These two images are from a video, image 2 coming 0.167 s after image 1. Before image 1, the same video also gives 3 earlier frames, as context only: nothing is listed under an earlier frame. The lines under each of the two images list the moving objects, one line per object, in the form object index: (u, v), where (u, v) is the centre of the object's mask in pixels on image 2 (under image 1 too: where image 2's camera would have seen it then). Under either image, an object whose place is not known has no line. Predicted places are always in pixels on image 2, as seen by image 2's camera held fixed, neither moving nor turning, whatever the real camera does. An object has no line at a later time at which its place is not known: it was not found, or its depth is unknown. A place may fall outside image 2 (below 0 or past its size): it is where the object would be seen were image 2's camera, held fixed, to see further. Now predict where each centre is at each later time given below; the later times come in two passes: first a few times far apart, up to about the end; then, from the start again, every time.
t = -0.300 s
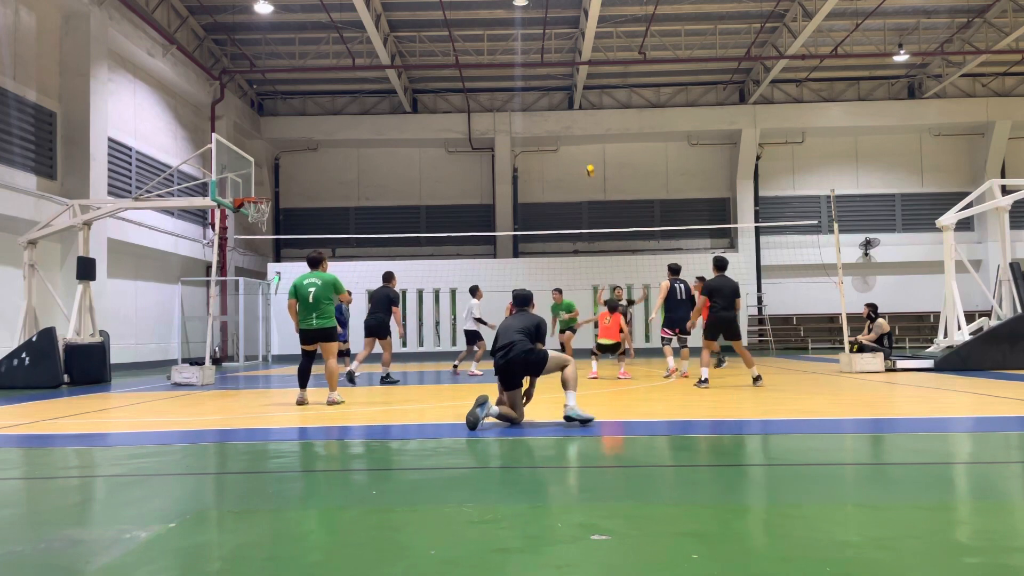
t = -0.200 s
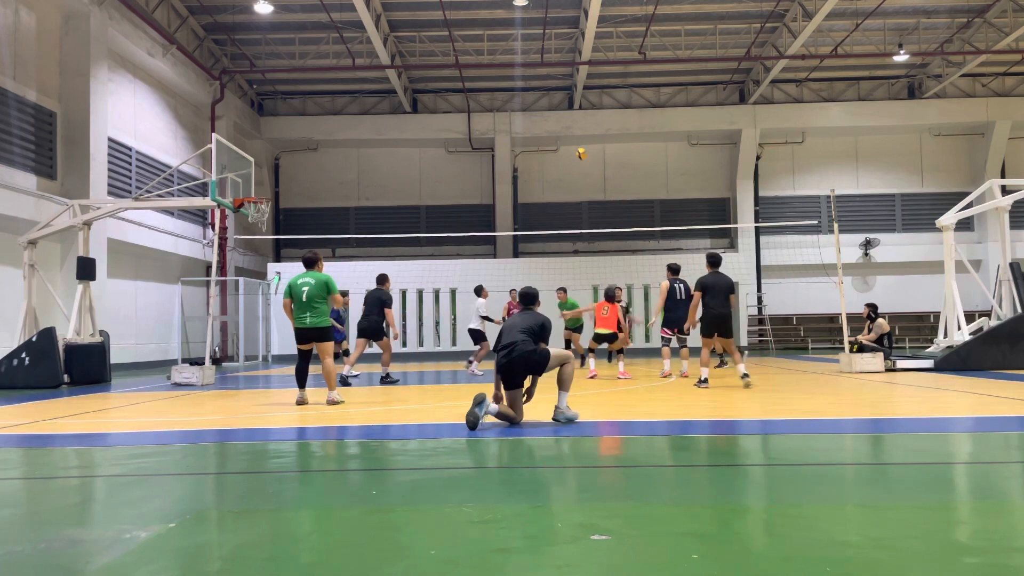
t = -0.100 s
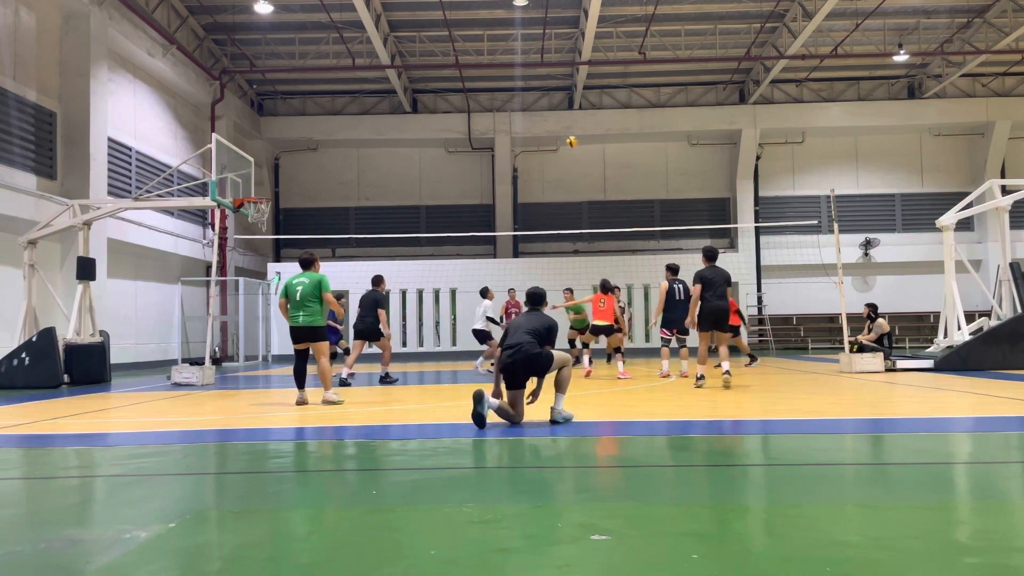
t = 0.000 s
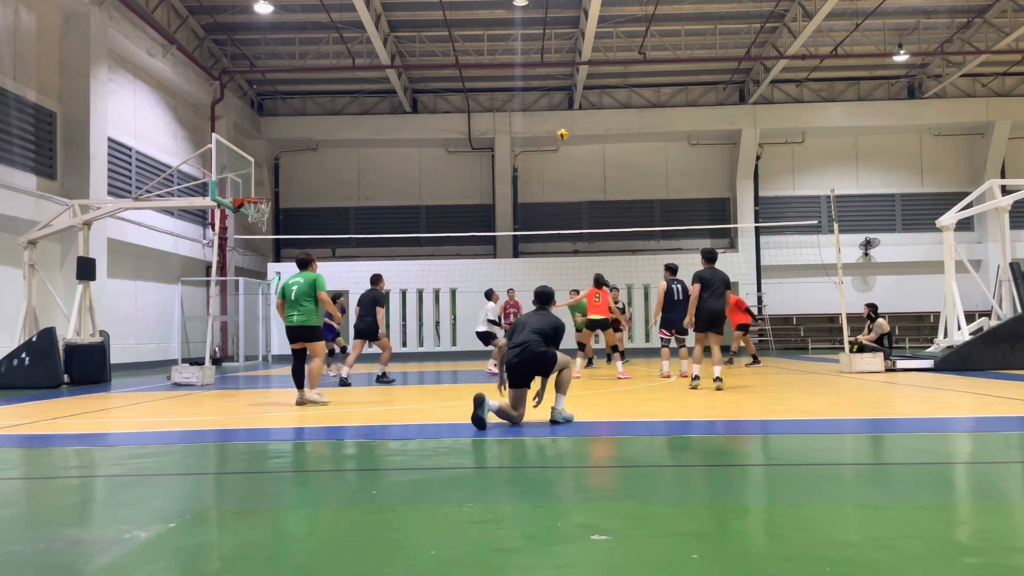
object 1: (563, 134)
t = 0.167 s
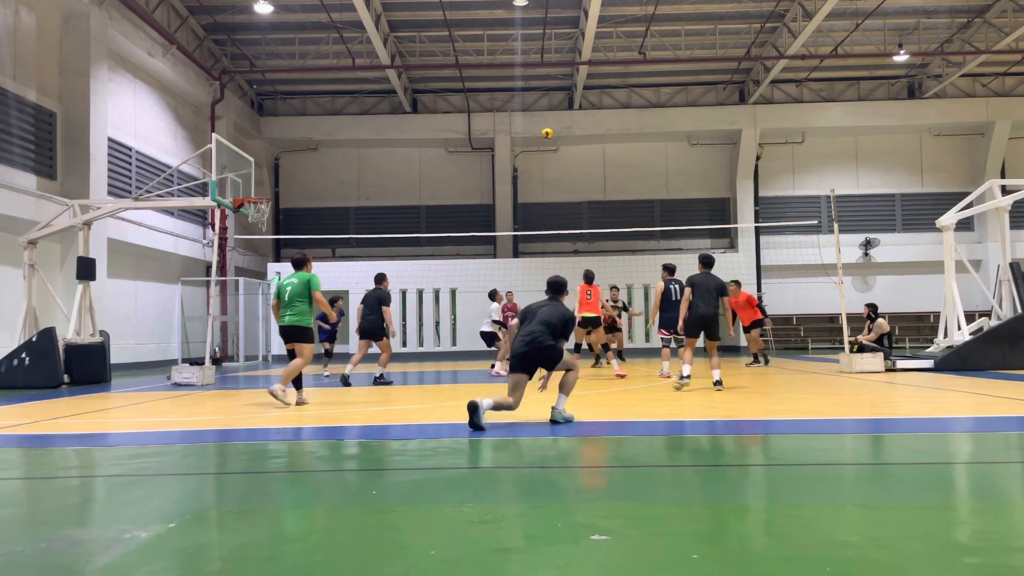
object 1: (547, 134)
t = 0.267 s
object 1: (538, 139)
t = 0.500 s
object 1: (516, 176)
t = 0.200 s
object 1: (544, 135)
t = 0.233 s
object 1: (541, 137)
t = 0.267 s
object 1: (538, 139)
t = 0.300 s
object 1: (535, 143)
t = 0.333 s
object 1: (532, 147)
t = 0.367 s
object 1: (529, 151)
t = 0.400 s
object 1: (526, 156)
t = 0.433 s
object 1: (522, 162)
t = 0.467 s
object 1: (519, 169)
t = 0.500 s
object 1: (516, 176)
